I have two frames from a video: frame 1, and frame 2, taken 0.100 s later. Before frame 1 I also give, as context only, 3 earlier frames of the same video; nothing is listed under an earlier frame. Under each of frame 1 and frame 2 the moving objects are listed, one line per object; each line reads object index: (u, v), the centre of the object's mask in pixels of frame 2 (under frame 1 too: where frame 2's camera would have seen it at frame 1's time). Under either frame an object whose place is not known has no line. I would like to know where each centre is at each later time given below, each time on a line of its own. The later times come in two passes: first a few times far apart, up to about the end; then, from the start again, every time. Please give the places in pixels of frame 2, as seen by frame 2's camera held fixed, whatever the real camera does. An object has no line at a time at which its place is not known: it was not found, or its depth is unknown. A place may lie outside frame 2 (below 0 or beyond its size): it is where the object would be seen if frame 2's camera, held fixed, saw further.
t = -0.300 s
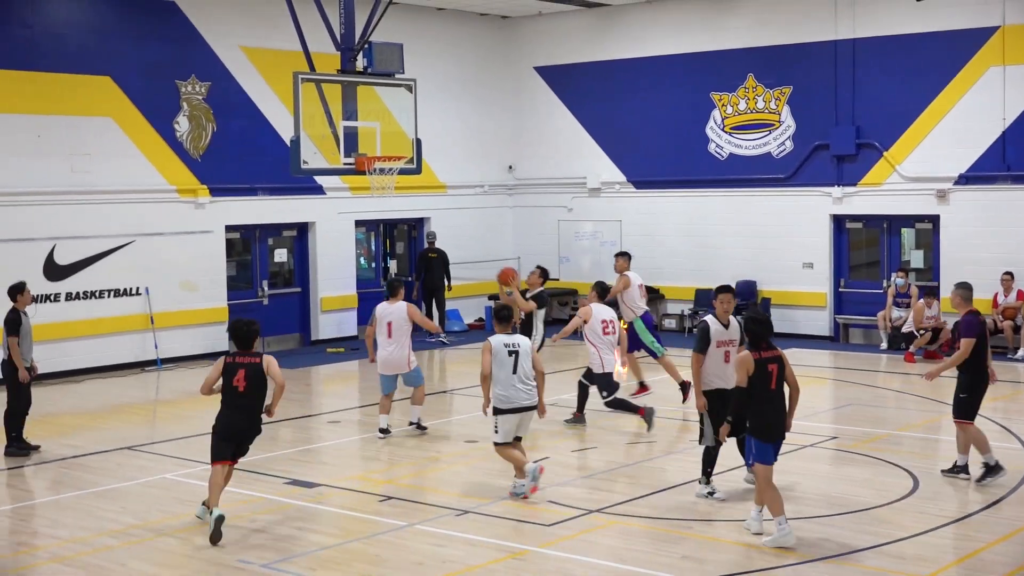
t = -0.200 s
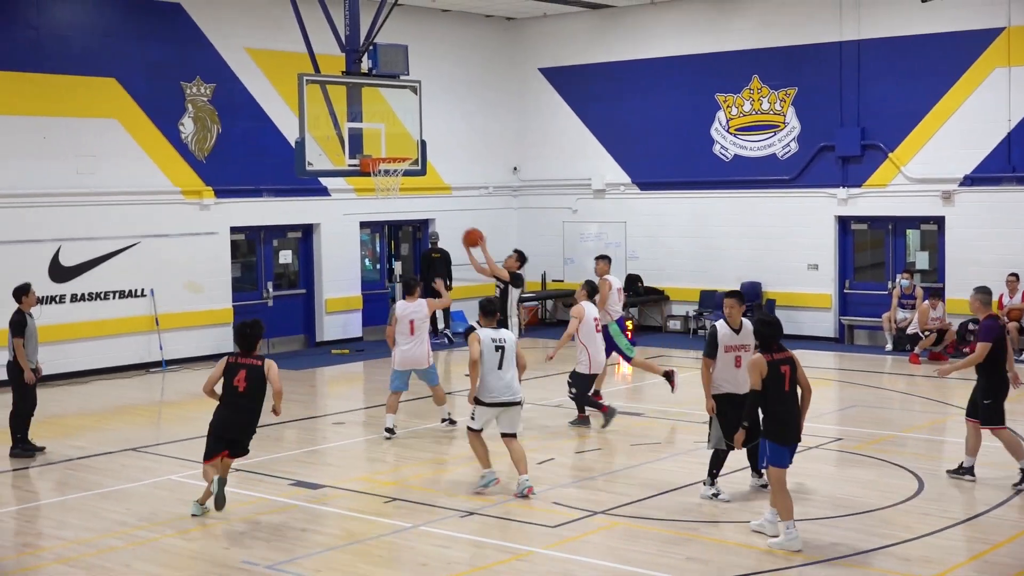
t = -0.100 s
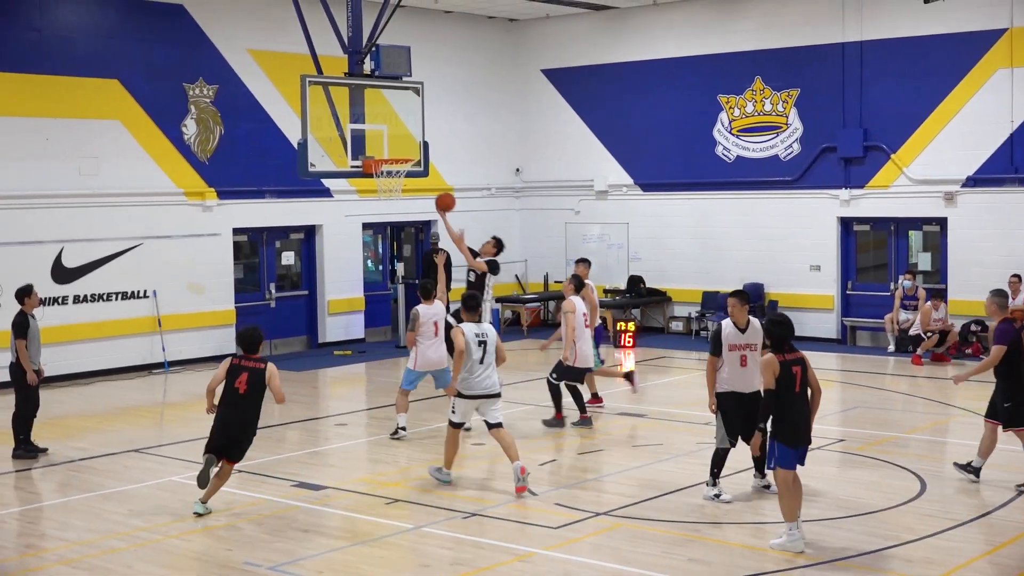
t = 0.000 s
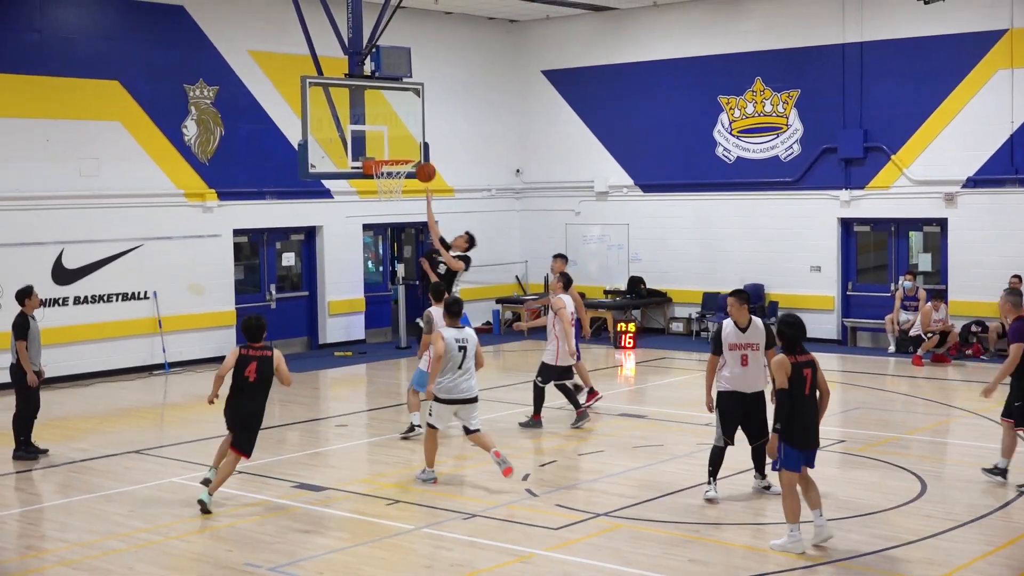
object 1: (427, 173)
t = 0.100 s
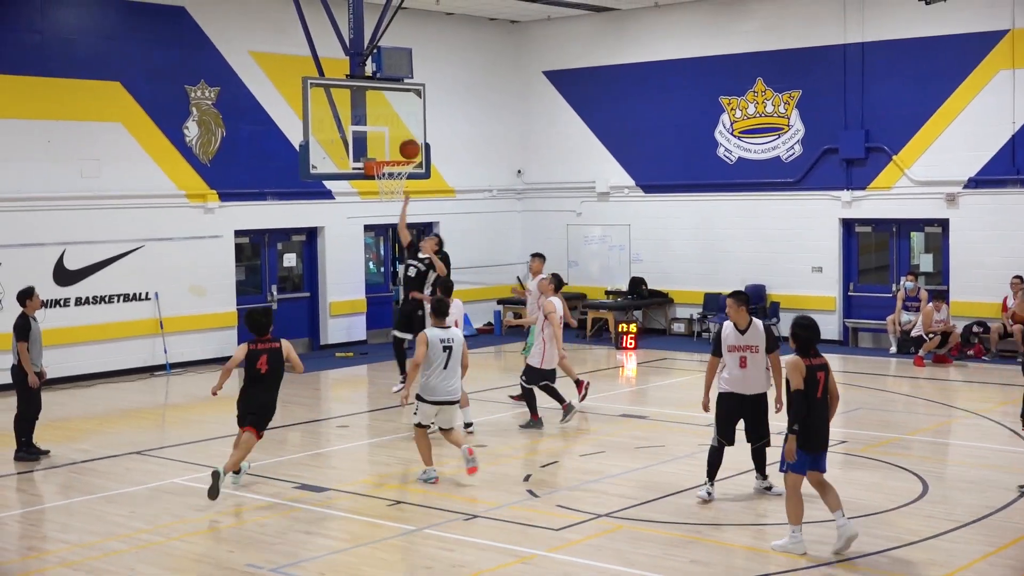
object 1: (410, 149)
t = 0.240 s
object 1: (396, 130)
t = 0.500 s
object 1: (391, 138)
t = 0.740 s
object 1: (397, 156)
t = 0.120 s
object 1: (406, 146)
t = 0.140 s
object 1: (402, 142)
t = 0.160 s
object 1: (399, 139)
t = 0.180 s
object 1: (397, 136)
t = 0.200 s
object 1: (396, 134)
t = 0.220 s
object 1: (396, 132)
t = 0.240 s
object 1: (396, 130)
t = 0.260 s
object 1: (395, 129)
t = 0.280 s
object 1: (395, 127)
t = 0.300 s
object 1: (395, 127)
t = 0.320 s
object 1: (394, 126)
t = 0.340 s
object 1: (394, 126)
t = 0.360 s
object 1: (394, 127)
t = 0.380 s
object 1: (393, 127)
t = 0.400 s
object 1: (393, 128)
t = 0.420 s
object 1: (393, 129)
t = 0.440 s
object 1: (392, 131)
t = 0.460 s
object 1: (392, 133)
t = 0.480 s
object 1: (392, 136)
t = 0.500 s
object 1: (391, 138)
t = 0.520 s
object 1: (391, 141)
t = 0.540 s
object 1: (391, 145)
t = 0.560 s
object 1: (391, 149)
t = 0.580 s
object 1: (390, 152)
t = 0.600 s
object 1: (390, 154)
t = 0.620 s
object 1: (392, 154)
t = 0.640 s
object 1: (393, 154)
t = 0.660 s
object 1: (395, 154)
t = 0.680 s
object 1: (396, 155)
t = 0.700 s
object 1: (398, 155)
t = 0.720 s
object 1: (399, 156)
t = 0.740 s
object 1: (397, 156)
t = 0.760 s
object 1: (395, 156)
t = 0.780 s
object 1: (392, 156)
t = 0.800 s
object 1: (390, 156)
